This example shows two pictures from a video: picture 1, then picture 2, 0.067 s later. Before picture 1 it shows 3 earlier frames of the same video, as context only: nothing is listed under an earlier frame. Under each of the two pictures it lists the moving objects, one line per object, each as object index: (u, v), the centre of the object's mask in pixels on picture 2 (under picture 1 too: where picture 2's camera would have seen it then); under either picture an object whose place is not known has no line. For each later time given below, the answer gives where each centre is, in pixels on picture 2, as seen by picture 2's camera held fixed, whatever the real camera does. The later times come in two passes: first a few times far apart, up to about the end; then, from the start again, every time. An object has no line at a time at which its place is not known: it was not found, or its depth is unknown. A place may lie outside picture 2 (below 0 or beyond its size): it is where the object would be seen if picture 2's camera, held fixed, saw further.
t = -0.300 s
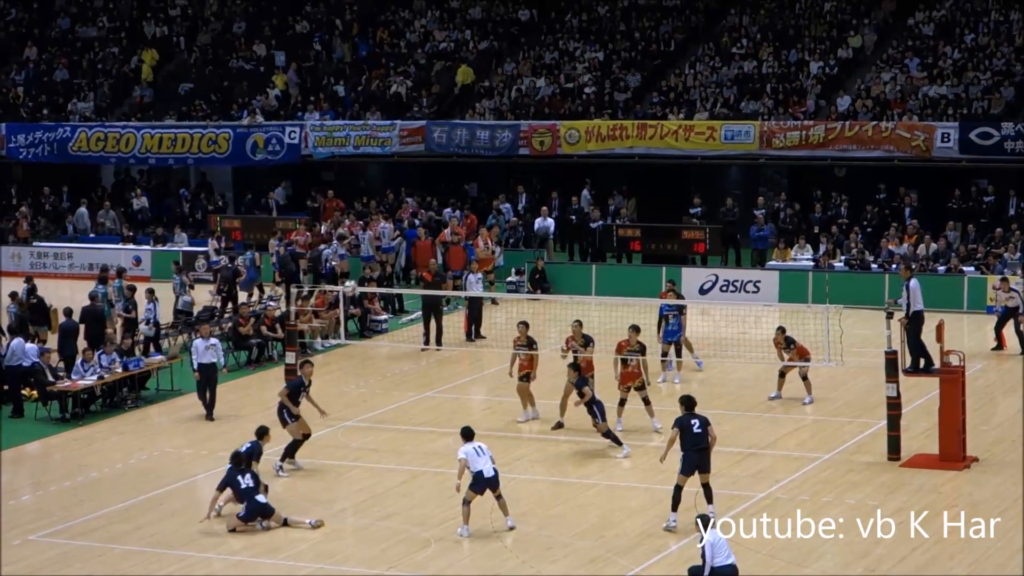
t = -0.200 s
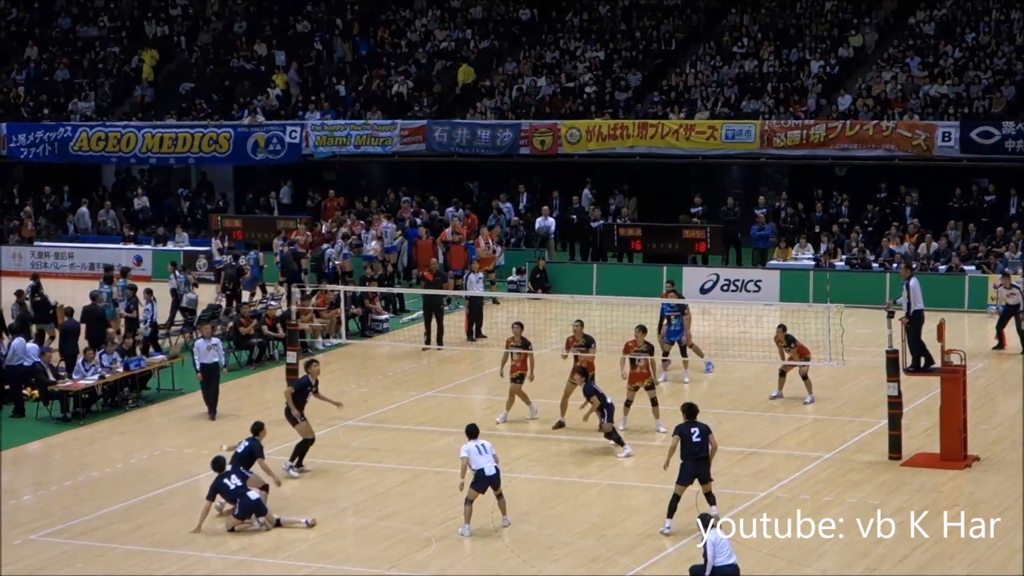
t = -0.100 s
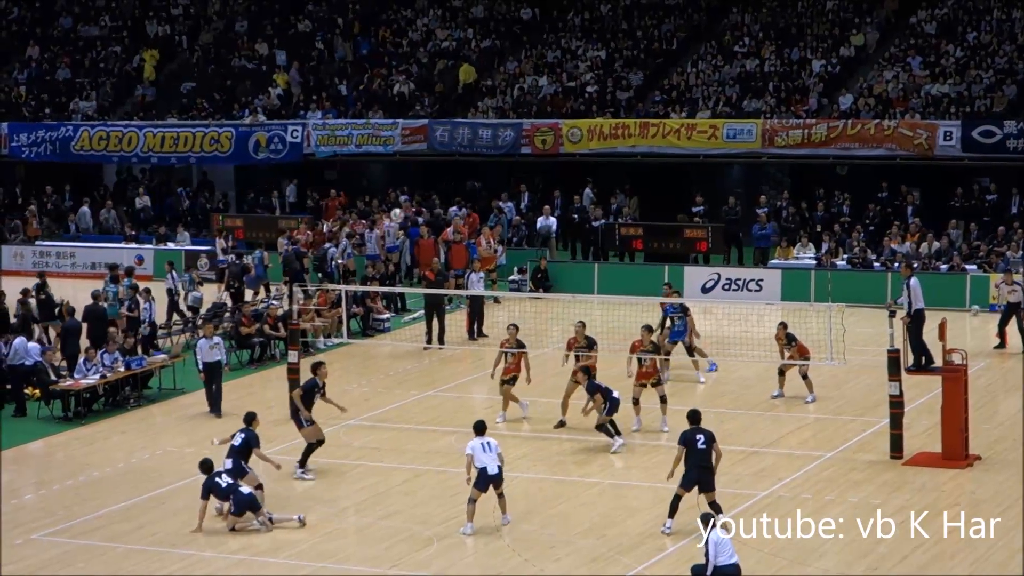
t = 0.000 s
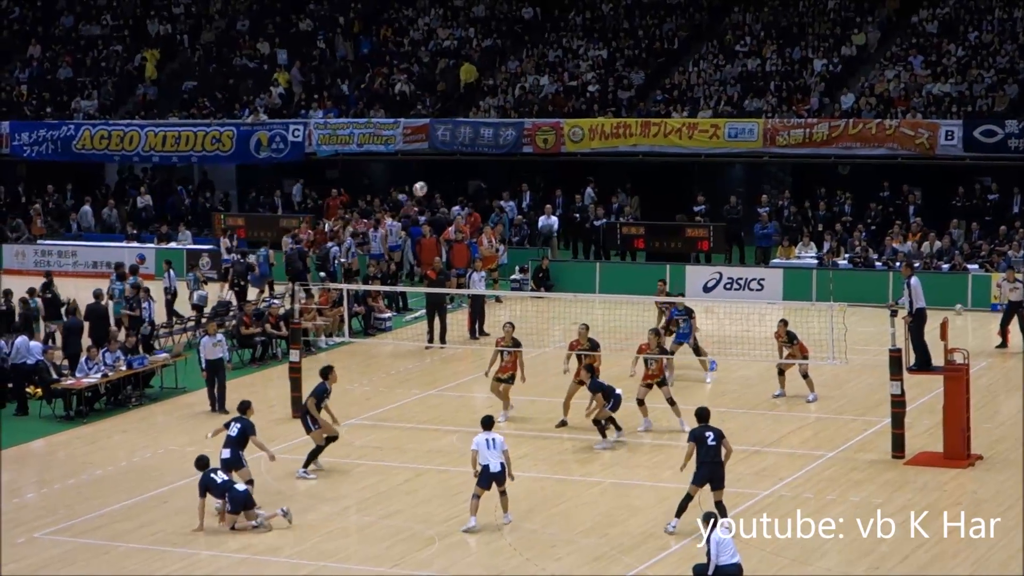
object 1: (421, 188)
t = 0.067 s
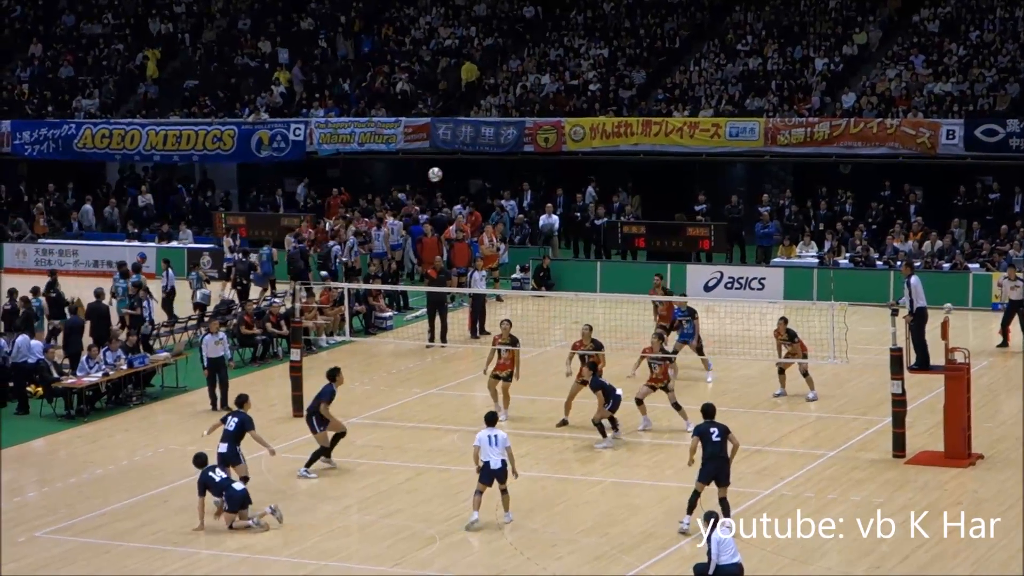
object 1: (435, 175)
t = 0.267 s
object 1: (475, 150)
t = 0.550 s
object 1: (531, 156)
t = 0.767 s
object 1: (571, 189)
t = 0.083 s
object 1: (438, 172)
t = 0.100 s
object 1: (442, 169)
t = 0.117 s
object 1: (445, 166)
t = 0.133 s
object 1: (449, 164)
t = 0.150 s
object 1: (452, 161)
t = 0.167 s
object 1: (455, 159)
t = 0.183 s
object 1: (458, 157)
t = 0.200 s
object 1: (462, 156)
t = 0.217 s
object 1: (466, 154)
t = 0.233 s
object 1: (469, 153)
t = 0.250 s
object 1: (472, 151)
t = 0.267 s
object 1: (475, 150)
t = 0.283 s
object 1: (479, 149)
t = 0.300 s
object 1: (482, 148)
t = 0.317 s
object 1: (485, 148)
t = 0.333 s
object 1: (488, 147)
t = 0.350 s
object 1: (492, 147)
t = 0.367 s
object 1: (495, 147)
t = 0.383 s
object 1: (498, 147)
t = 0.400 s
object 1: (502, 147)
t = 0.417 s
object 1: (505, 148)
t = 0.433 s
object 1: (508, 148)
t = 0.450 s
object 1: (512, 149)
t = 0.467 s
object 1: (515, 149)
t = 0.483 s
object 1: (518, 150)
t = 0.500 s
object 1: (521, 152)
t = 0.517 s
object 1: (524, 153)
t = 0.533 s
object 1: (527, 154)
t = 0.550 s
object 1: (531, 156)
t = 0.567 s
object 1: (534, 157)
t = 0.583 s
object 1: (537, 159)
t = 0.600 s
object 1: (540, 161)
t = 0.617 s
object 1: (543, 163)
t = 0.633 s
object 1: (547, 166)
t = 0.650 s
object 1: (550, 168)
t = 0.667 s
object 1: (553, 171)
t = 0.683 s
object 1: (556, 173)
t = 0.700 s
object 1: (559, 176)
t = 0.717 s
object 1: (562, 179)
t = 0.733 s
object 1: (565, 183)
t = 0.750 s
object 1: (568, 186)
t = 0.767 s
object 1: (571, 189)
